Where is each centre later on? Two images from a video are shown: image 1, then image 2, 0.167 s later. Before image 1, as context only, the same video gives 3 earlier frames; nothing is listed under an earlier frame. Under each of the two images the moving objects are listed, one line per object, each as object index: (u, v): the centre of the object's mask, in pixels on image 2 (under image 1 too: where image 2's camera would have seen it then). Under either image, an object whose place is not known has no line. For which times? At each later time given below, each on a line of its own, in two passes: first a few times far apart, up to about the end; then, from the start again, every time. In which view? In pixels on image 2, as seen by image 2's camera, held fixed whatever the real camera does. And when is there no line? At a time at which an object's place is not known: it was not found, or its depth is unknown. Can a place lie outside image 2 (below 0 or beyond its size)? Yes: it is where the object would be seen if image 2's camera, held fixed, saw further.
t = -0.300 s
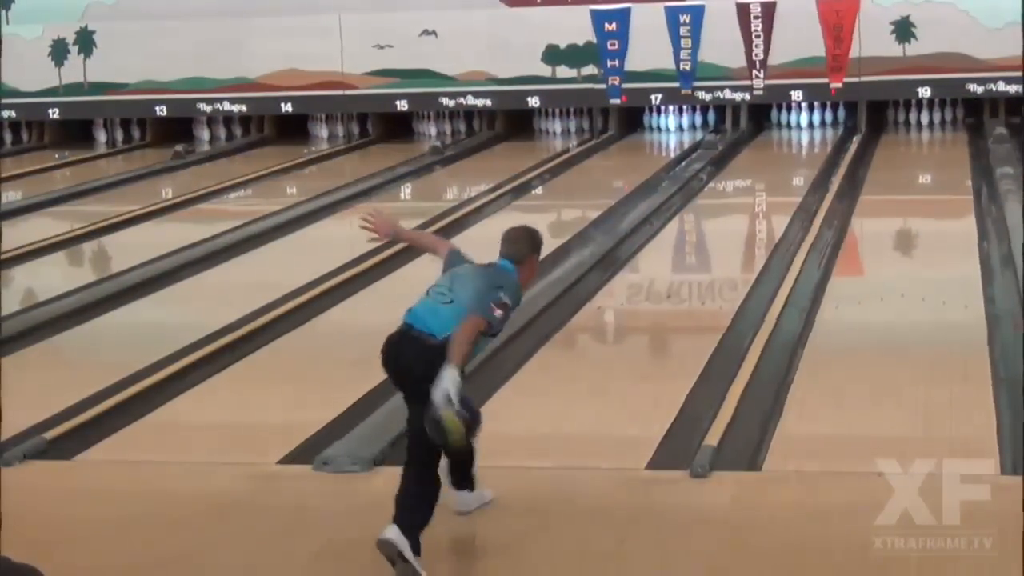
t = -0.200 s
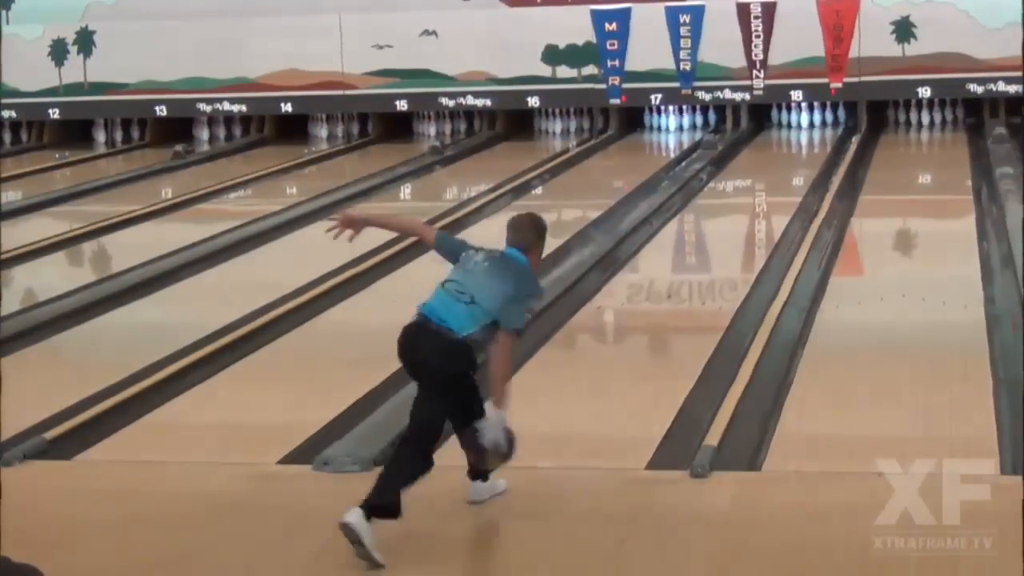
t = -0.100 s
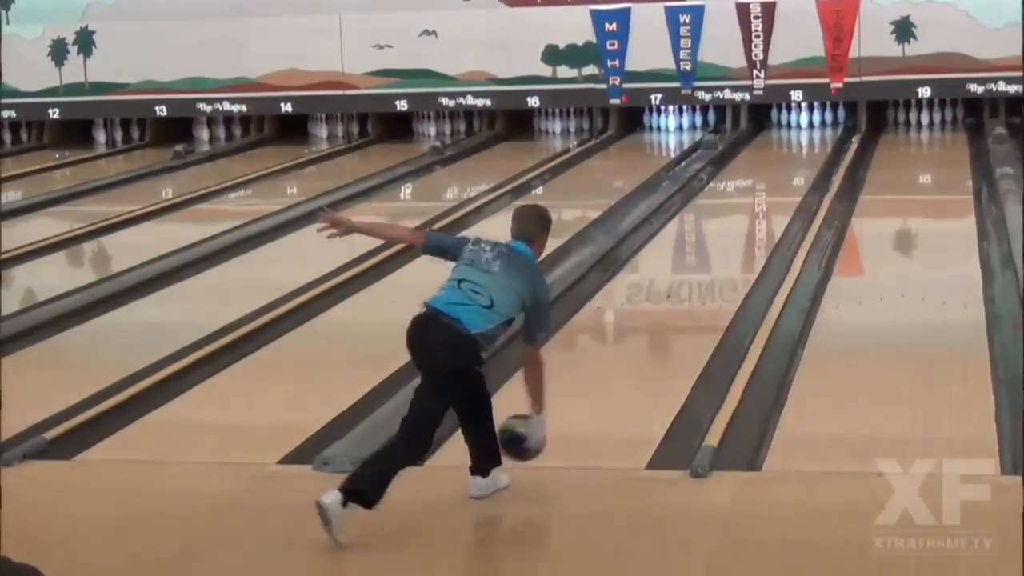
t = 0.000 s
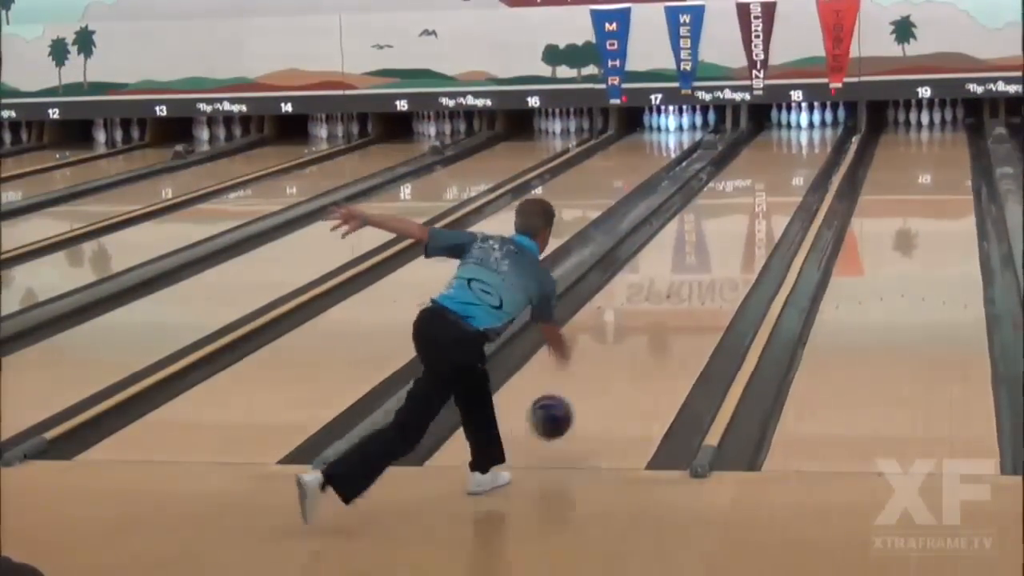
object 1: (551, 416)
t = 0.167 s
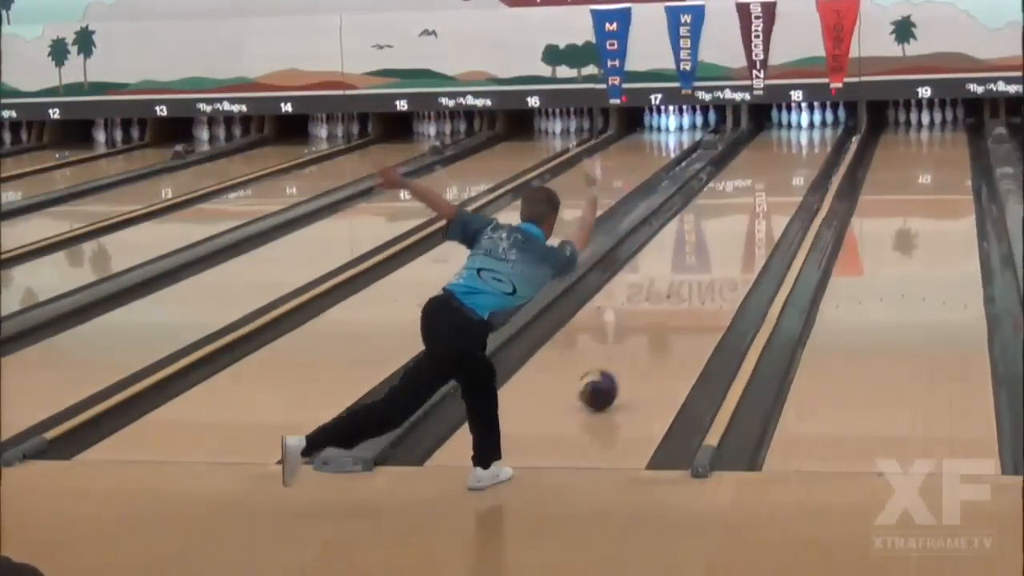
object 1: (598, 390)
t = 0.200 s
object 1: (609, 380)
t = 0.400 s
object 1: (645, 341)
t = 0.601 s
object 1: (681, 302)
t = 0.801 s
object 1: (706, 276)
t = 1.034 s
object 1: (734, 246)
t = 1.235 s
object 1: (752, 225)
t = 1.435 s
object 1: (768, 208)
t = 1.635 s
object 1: (782, 193)
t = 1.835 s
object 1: (794, 179)
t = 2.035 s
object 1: (804, 167)
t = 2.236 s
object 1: (811, 156)
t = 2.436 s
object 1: (814, 147)
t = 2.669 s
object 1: (816, 138)
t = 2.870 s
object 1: (814, 130)
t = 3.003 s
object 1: (812, 127)
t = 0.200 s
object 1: (609, 380)
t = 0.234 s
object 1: (613, 374)
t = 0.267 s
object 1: (618, 369)
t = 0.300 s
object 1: (627, 359)
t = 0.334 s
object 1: (636, 350)
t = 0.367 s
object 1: (640, 345)
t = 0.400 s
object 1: (645, 341)
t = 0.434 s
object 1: (654, 333)
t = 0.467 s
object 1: (660, 325)
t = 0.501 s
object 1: (664, 321)
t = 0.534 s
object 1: (667, 317)
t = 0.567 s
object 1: (675, 309)
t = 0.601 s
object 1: (681, 302)
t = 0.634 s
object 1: (685, 298)
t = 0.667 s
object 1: (689, 295)
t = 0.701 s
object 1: (694, 289)
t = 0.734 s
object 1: (700, 282)
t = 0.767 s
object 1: (703, 280)
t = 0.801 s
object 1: (706, 276)
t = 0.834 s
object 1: (711, 270)
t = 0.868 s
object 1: (716, 265)
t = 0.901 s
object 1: (719, 262)
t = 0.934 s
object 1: (722, 259)
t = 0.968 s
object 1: (726, 254)
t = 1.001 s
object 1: (731, 249)
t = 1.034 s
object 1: (734, 246)
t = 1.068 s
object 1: (736, 244)
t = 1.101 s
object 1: (741, 239)
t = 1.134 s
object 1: (744, 234)
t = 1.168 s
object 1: (746, 232)
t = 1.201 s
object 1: (748, 230)
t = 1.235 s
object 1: (752, 225)
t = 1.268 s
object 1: (757, 222)
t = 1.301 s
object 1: (758, 220)
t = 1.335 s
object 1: (760, 217)
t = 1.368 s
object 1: (763, 213)
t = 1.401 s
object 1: (766, 210)
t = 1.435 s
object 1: (768, 208)
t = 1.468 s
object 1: (770, 206)
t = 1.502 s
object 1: (773, 203)
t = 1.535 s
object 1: (776, 199)
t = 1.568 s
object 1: (778, 197)
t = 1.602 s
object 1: (779, 195)
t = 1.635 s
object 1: (782, 193)
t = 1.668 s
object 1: (785, 189)
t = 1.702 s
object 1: (787, 187)
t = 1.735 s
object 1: (788, 186)
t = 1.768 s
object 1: (790, 183)
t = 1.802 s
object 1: (793, 180)
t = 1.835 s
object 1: (794, 179)
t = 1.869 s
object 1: (795, 177)
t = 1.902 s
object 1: (798, 174)
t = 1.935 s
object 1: (799, 172)
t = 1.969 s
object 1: (801, 170)
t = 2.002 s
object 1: (801, 169)
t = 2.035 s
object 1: (804, 167)
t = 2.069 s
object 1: (806, 164)
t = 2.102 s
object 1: (807, 163)
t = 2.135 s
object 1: (807, 162)
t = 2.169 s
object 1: (809, 159)
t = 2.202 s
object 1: (810, 157)
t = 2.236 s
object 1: (811, 156)
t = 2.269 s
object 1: (811, 155)
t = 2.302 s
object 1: (812, 152)
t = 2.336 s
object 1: (813, 151)
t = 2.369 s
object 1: (812, 150)
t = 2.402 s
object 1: (813, 149)
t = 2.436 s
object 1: (814, 147)
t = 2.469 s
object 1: (815, 146)
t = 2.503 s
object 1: (815, 144)
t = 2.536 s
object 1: (815, 142)
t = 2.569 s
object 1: (815, 141)
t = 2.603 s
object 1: (815, 140)
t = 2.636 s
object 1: (816, 139)
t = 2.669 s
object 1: (816, 138)
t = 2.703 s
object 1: (815, 136)
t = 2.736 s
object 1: (816, 136)
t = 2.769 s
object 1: (816, 135)
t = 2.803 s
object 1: (815, 134)
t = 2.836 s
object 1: (815, 132)
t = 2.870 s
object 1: (814, 130)
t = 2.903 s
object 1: (814, 130)
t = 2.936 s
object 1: (815, 129)
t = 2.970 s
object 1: (813, 127)
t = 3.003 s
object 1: (812, 127)
